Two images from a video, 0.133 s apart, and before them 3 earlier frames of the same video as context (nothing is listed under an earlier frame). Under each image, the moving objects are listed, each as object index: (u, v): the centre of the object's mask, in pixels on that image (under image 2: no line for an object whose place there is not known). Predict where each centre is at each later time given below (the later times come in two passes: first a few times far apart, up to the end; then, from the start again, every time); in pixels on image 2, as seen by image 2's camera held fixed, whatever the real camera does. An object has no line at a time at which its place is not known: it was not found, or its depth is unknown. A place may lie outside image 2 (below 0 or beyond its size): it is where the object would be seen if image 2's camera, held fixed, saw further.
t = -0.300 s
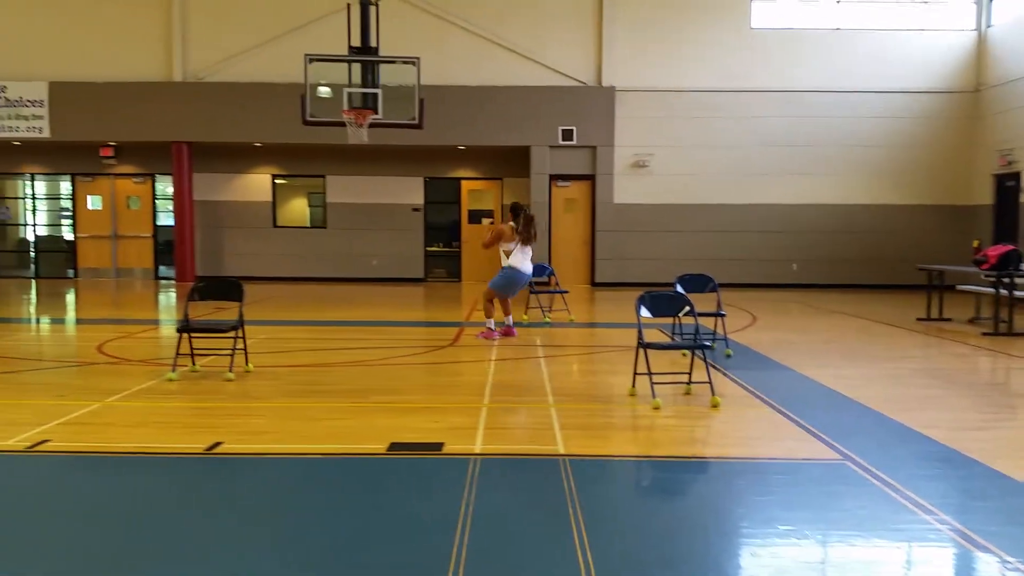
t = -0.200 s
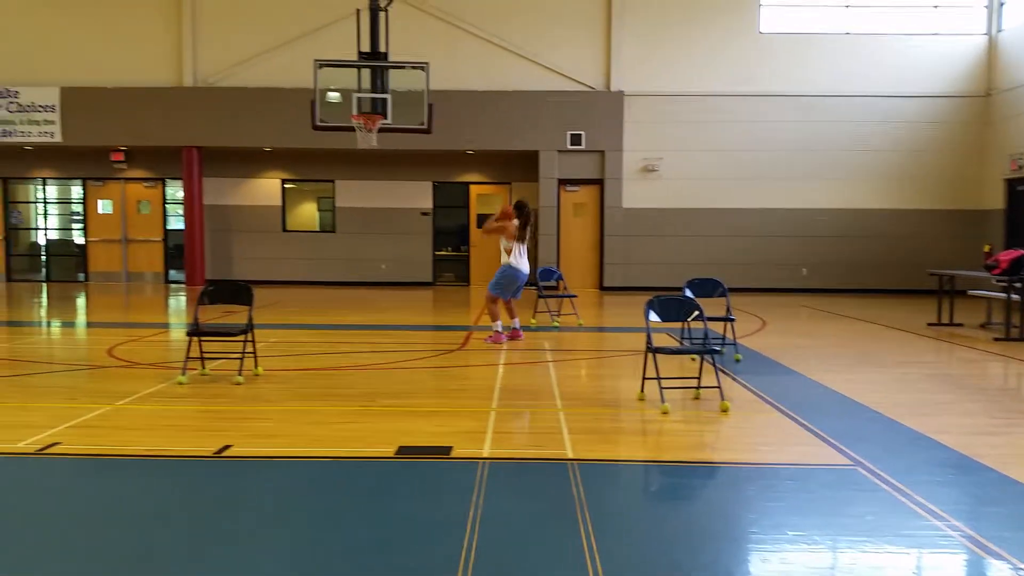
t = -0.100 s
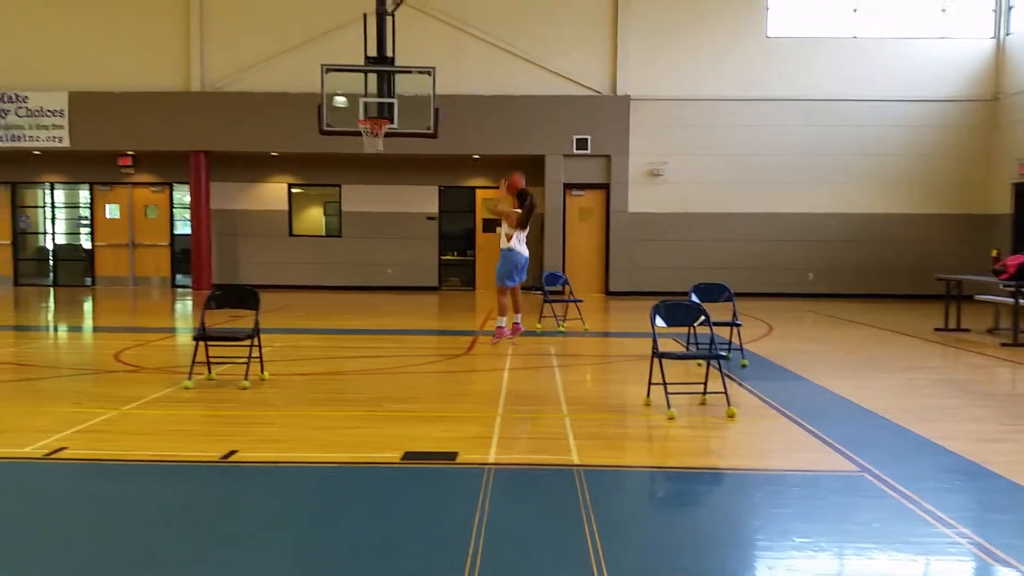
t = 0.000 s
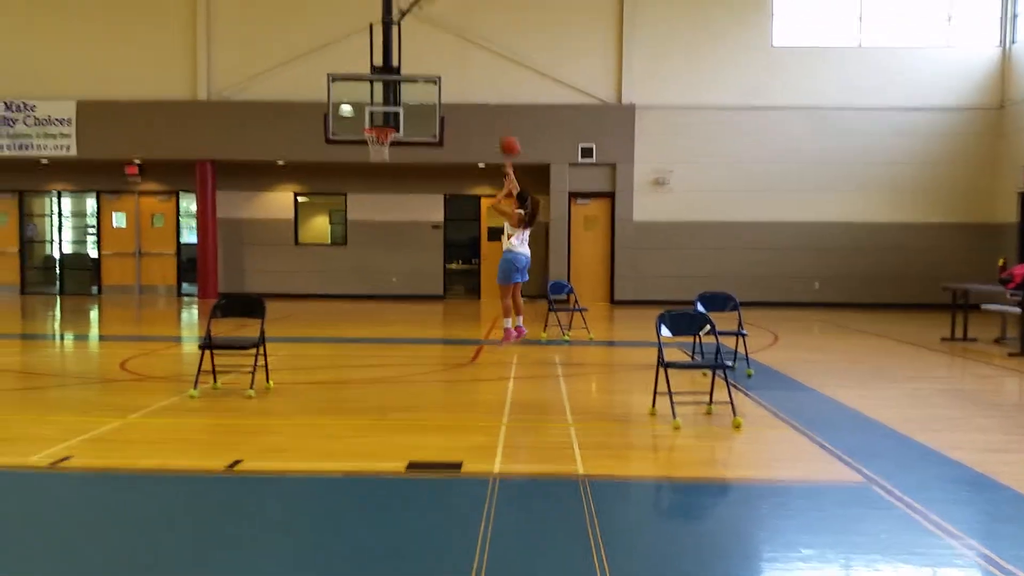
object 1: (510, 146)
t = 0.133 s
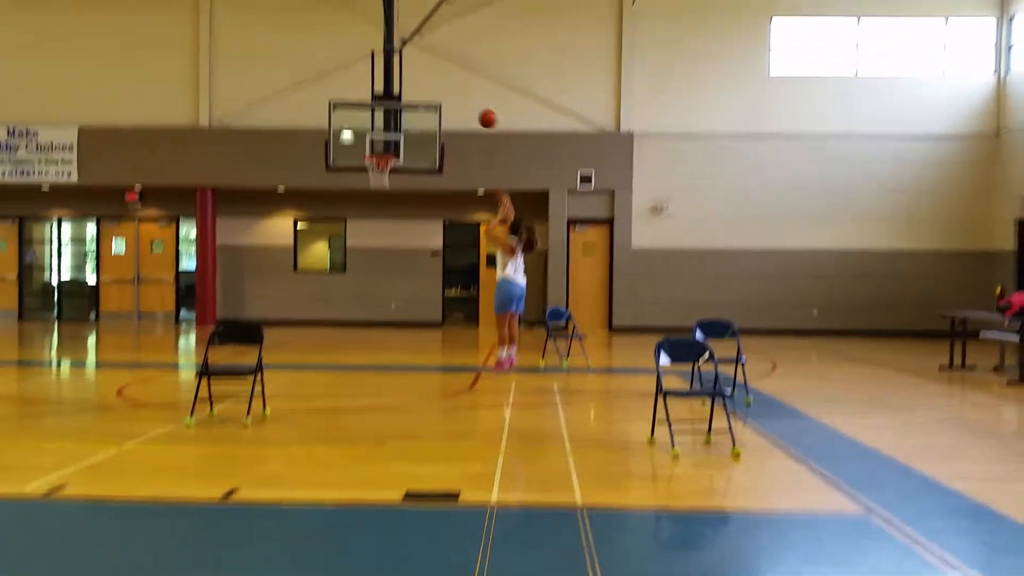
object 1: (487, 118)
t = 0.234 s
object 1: (473, 90)
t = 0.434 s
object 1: (447, 60)
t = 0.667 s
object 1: (419, 64)
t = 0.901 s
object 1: (395, 104)
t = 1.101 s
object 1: (380, 144)
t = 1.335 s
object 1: (378, 119)
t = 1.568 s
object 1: (375, 129)
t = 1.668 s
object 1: (373, 147)
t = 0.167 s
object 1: (482, 107)
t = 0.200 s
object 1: (477, 98)
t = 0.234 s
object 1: (473, 90)
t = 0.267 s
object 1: (469, 83)
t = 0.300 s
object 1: (465, 76)
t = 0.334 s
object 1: (460, 70)
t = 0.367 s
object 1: (455, 66)
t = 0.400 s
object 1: (451, 63)
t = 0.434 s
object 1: (447, 60)
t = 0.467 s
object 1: (443, 58)
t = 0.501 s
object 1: (439, 57)
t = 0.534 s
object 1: (435, 57)
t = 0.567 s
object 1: (431, 58)
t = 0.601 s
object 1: (427, 59)
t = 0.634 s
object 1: (423, 61)
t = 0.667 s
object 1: (419, 64)
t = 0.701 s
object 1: (416, 68)
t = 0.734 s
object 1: (412, 73)
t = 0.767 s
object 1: (409, 78)
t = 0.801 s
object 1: (405, 83)
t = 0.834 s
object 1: (402, 90)
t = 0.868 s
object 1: (398, 98)
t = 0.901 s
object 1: (395, 104)
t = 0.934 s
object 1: (393, 113)
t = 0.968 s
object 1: (389, 120)
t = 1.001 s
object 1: (386, 129)
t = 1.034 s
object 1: (382, 143)
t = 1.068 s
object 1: (380, 148)
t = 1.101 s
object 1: (380, 144)
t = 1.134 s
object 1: (380, 138)
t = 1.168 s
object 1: (379, 133)
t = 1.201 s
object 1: (379, 129)
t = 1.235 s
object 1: (379, 126)
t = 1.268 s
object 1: (379, 123)
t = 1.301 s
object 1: (378, 121)
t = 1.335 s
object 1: (378, 119)
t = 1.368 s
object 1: (378, 119)
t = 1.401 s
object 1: (378, 119)
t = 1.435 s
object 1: (377, 120)
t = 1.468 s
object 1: (377, 121)
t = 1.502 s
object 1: (376, 123)
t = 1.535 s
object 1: (376, 126)
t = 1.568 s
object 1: (375, 129)
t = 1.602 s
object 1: (375, 133)
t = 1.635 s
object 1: (375, 140)
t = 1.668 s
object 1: (373, 147)
